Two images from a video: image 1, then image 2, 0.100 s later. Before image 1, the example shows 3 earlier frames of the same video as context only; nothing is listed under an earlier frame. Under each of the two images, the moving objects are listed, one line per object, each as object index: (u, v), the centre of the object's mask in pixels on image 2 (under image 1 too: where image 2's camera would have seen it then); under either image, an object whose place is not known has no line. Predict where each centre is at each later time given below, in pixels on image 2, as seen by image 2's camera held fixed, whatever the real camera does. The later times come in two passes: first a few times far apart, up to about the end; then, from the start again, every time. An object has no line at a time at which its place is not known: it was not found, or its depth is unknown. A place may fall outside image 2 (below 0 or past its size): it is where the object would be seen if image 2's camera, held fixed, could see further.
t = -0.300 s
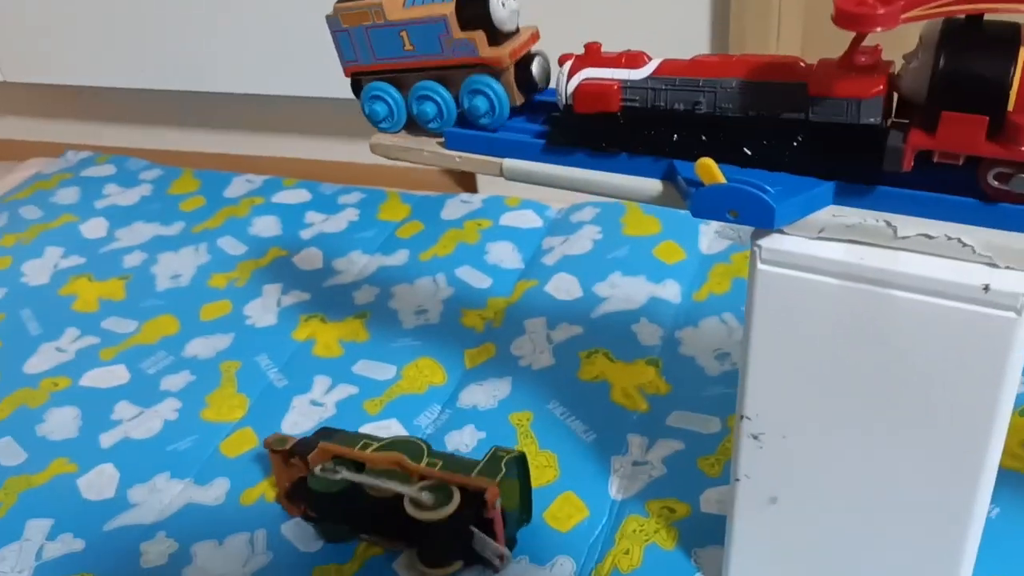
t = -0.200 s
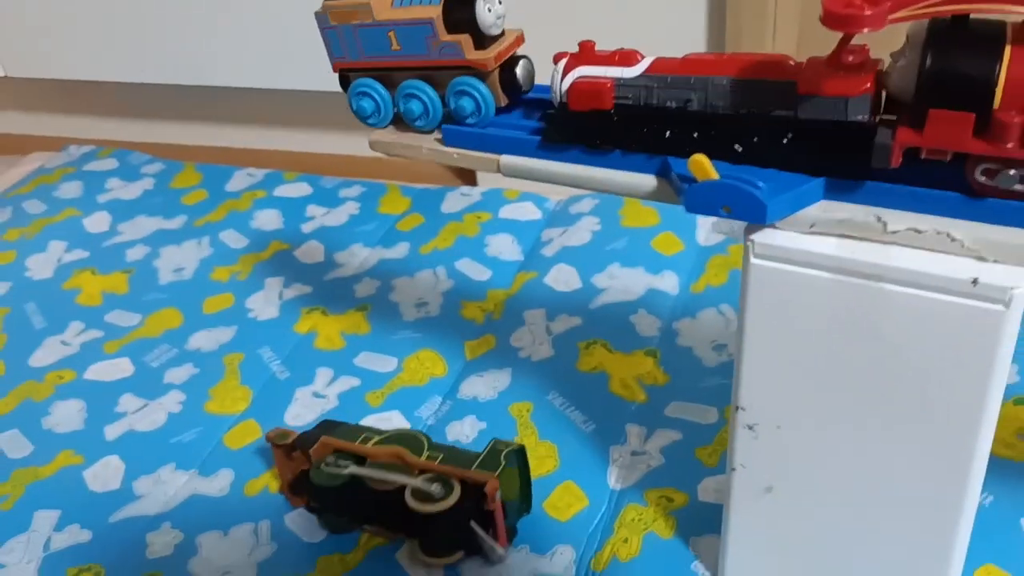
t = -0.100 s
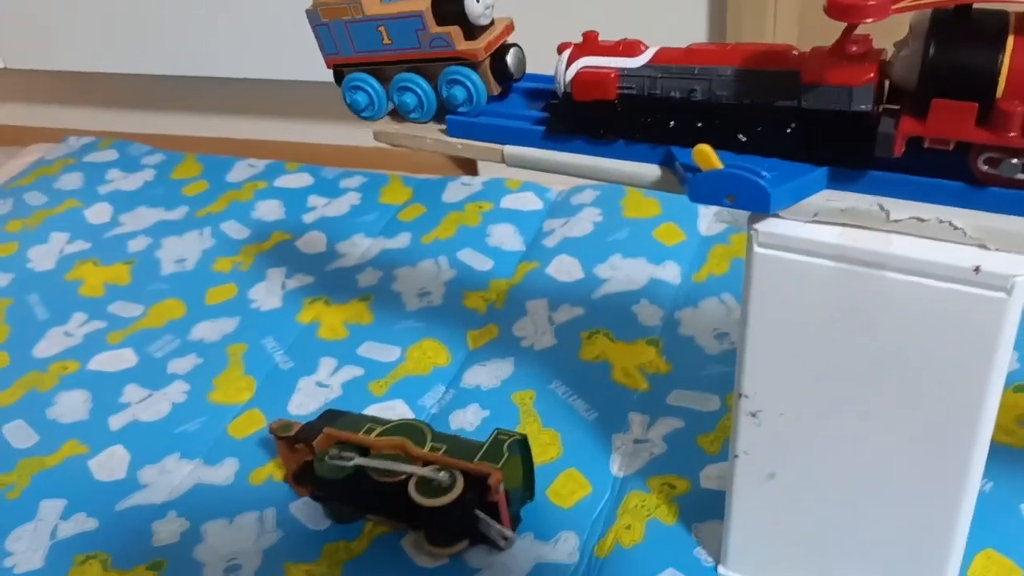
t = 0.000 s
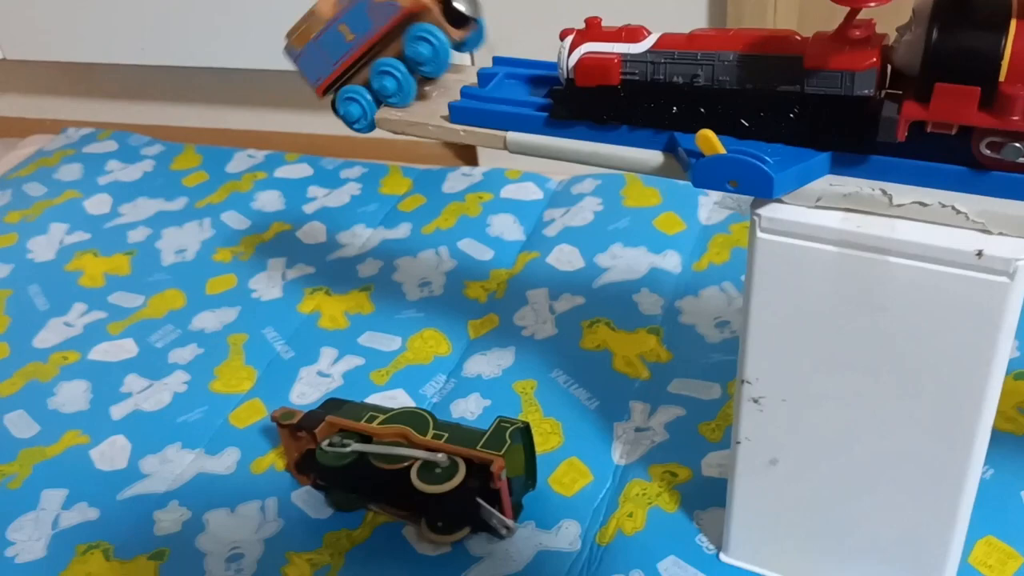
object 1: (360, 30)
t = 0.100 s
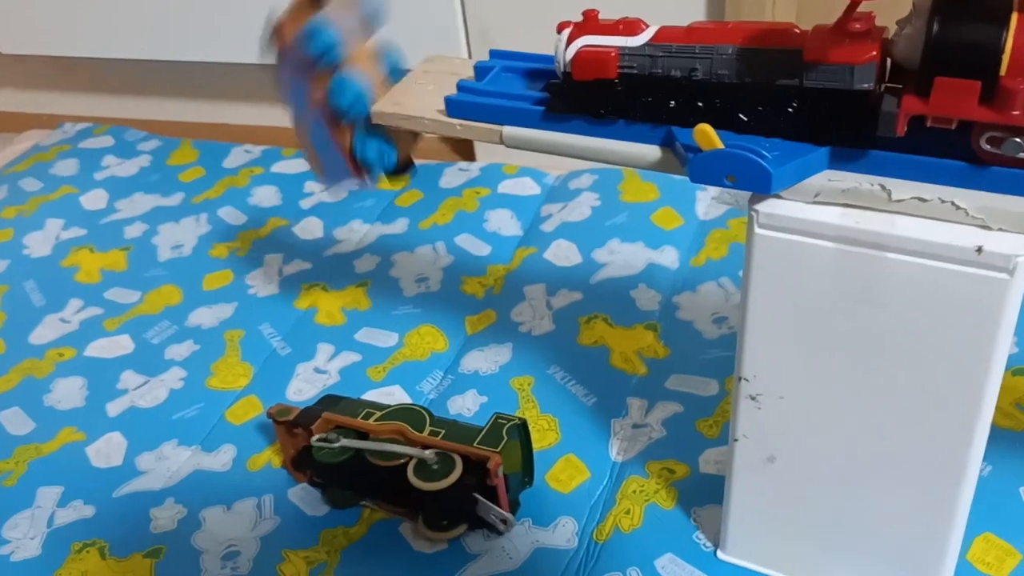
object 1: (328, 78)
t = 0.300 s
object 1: (394, 294)
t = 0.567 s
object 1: (564, 371)
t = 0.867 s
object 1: (616, 402)
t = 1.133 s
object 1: (613, 404)
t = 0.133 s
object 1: (339, 146)
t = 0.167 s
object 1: (343, 227)
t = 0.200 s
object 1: (350, 316)
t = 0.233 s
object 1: (380, 345)
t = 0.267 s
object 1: (384, 314)
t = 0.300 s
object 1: (394, 294)
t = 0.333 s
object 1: (400, 295)
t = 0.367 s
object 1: (430, 325)
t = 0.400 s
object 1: (451, 339)
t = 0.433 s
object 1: (469, 324)
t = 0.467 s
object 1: (491, 322)
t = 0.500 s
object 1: (514, 340)
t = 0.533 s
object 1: (537, 367)
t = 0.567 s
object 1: (564, 371)
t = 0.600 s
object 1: (584, 381)
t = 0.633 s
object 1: (600, 391)
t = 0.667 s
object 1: (612, 398)
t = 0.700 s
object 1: (620, 401)
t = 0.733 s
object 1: (620, 405)
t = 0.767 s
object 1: (616, 407)
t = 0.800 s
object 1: (614, 405)
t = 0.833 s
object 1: (615, 404)
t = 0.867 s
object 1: (616, 402)
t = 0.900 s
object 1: (615, 403)
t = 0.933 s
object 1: (615, 404)
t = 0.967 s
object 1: (615, 404)
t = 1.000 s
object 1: (615, 404)
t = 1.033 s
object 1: (615, 404)
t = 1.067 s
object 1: (614, 404)
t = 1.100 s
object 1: (614, 404)
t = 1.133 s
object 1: (613, 404)
